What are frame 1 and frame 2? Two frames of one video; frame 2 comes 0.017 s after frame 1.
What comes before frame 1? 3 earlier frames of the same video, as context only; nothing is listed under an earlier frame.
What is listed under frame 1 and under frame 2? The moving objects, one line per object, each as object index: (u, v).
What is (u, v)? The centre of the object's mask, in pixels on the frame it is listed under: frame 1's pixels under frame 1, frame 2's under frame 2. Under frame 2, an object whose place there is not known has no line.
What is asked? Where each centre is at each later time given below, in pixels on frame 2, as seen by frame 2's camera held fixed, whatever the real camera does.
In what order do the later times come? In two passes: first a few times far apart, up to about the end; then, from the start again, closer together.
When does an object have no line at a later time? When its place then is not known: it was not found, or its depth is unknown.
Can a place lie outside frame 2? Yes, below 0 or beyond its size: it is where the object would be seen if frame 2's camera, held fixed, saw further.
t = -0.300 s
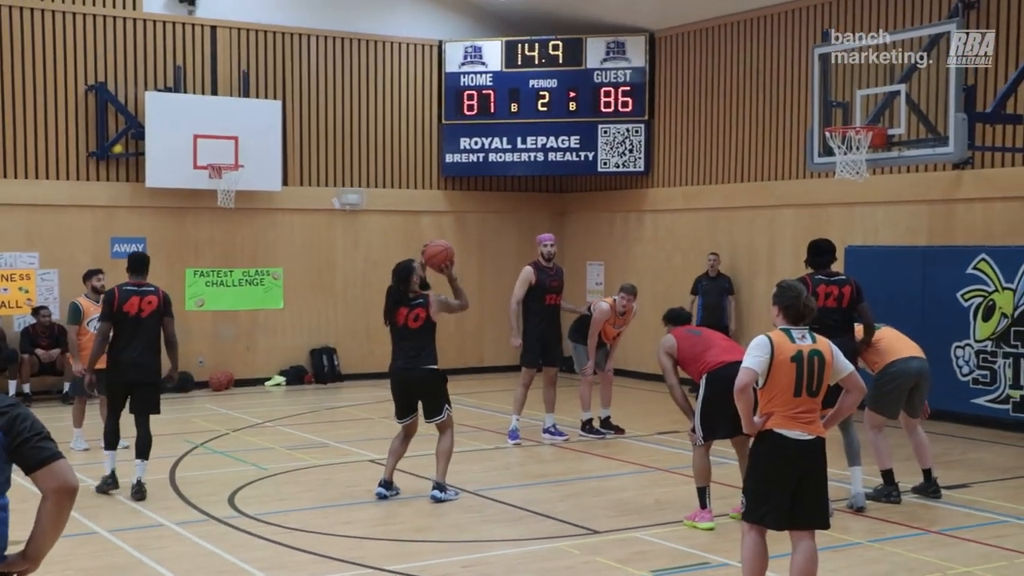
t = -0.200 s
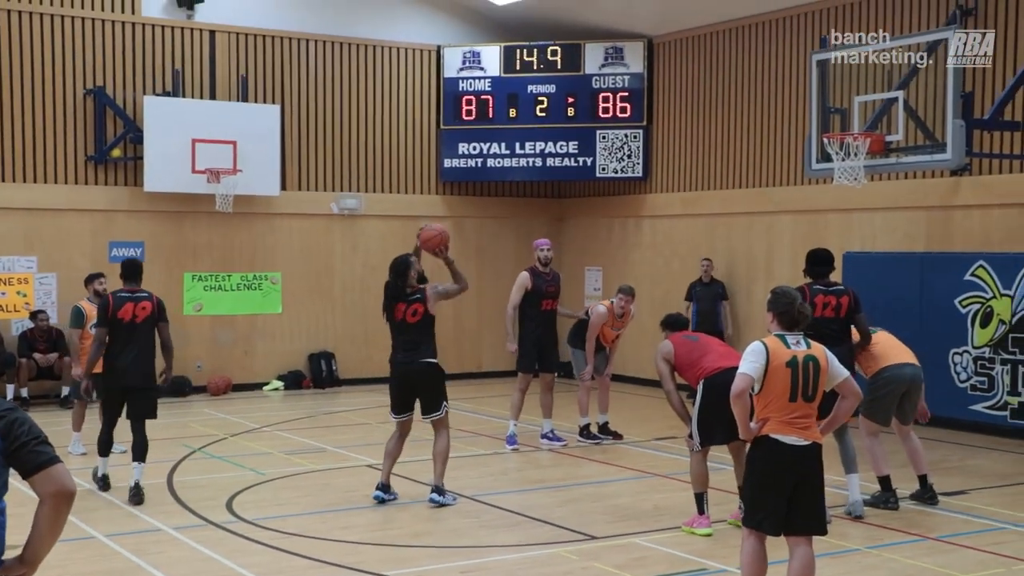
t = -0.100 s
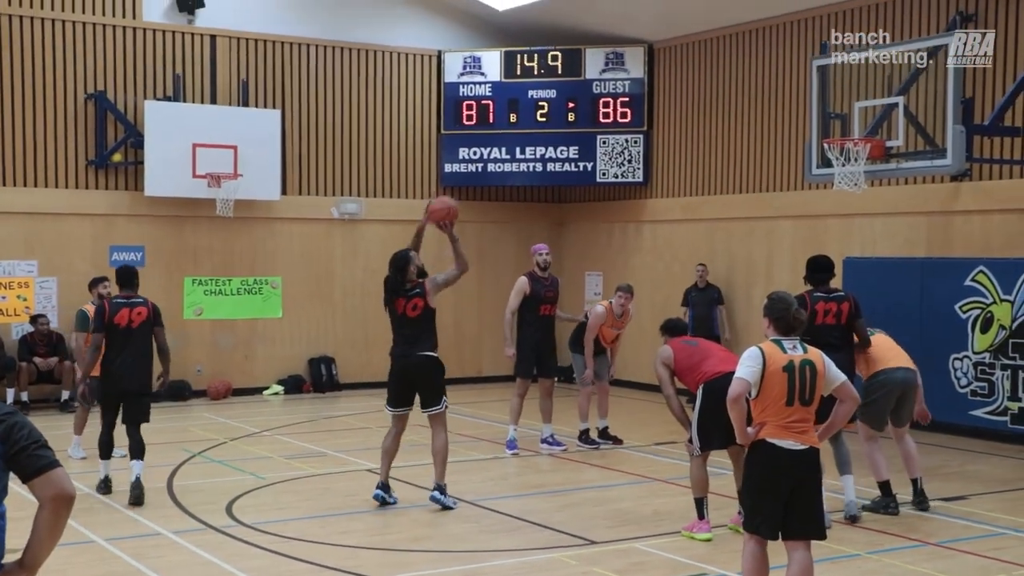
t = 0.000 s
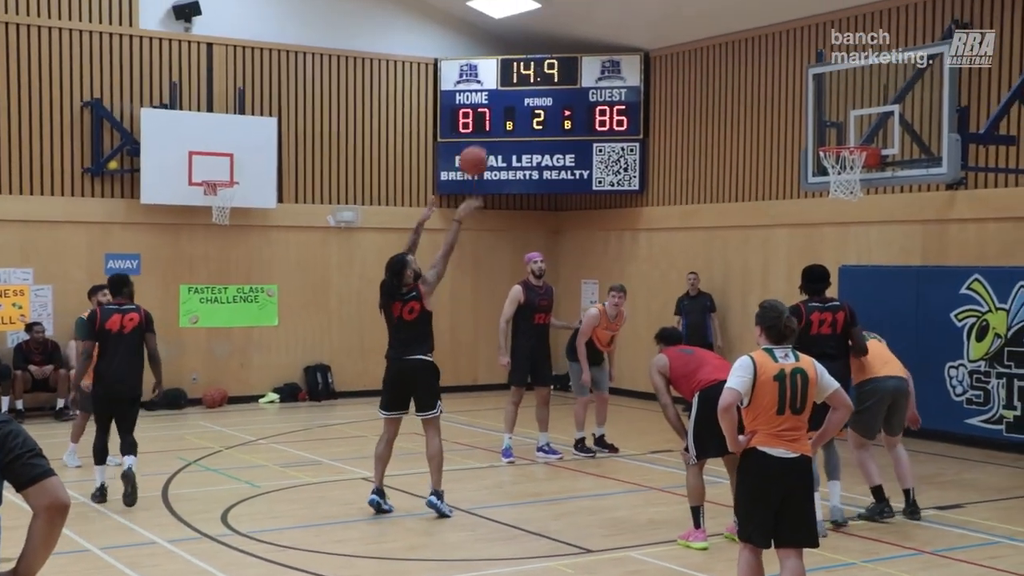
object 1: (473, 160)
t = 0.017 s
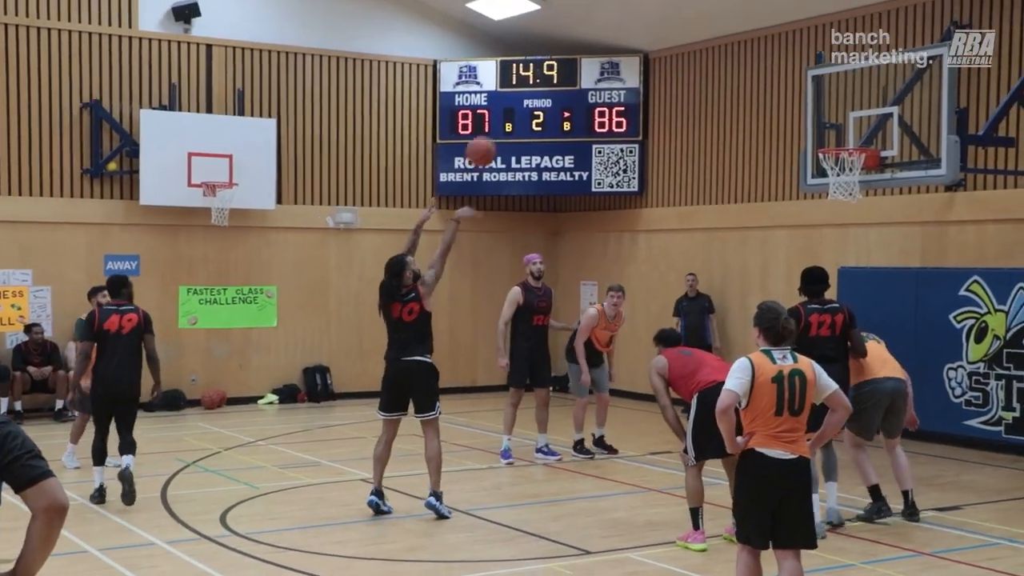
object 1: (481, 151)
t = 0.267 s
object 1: (592, 37)
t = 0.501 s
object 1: (686, 2)
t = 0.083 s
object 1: (511, 112)
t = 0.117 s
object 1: (526, 95)
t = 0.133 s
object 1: (534, 86)
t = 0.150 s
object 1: (541, 79)
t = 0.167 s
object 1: (548, 72)
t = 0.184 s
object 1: (556, 64)
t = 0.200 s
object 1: (563, 57)
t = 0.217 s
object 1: (570, 51)
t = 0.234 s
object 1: (577, 45)
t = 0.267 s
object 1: (592, 37)
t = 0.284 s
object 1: (599, 32)
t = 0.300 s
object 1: (606, 27)
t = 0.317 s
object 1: (613, 22)
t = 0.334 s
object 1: (620, 19)
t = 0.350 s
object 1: (627, 16)
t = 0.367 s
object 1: (634, 12)
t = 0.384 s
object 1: (641, 9)
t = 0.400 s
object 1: (648, 7)
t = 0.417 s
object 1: (654, 6)
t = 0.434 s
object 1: (661, 4)
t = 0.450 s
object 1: (667, 3)
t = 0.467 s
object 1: (674, 2)
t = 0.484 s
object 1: (680, 2)
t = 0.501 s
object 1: (686, 2)
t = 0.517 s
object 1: (693, 2)
